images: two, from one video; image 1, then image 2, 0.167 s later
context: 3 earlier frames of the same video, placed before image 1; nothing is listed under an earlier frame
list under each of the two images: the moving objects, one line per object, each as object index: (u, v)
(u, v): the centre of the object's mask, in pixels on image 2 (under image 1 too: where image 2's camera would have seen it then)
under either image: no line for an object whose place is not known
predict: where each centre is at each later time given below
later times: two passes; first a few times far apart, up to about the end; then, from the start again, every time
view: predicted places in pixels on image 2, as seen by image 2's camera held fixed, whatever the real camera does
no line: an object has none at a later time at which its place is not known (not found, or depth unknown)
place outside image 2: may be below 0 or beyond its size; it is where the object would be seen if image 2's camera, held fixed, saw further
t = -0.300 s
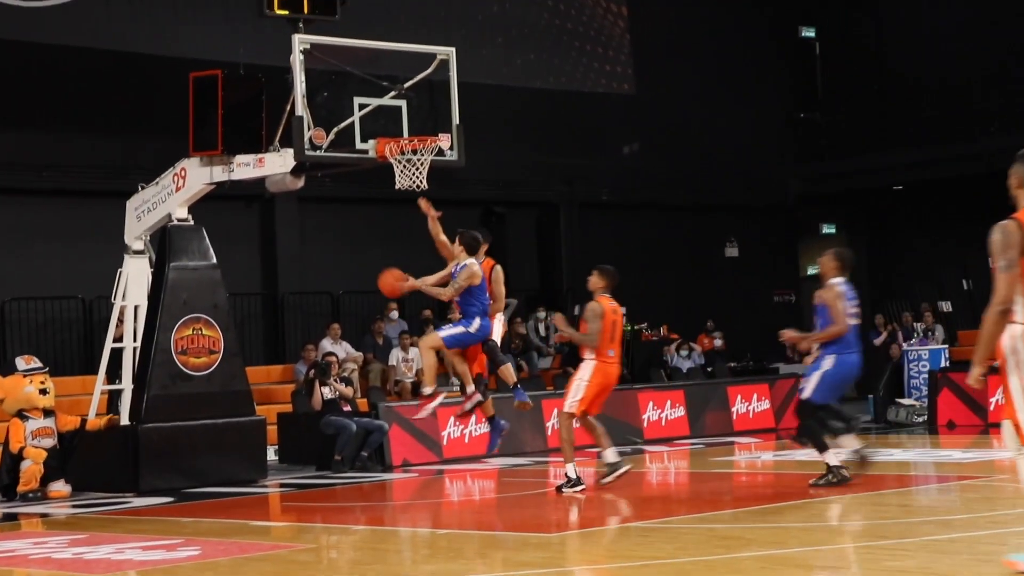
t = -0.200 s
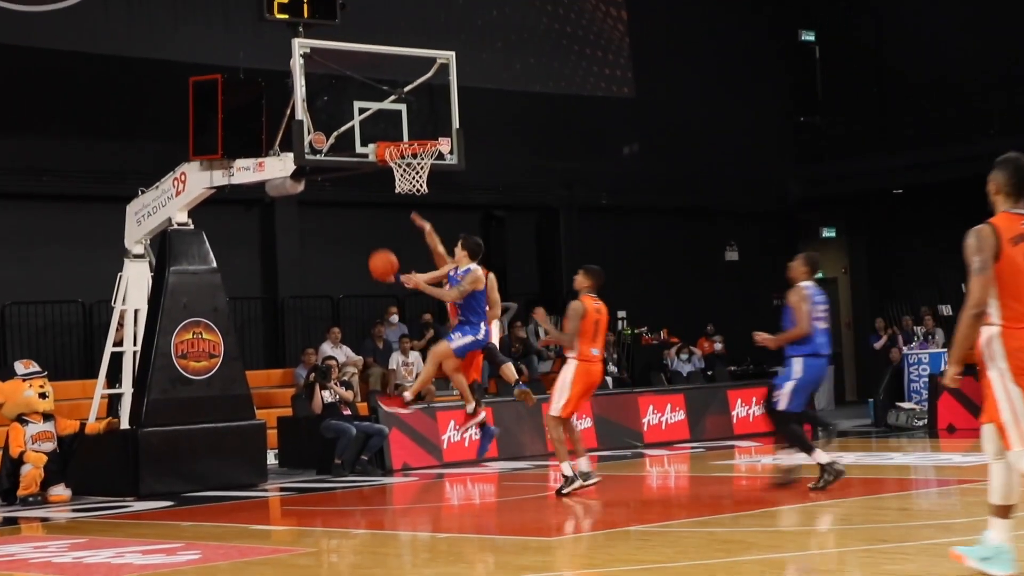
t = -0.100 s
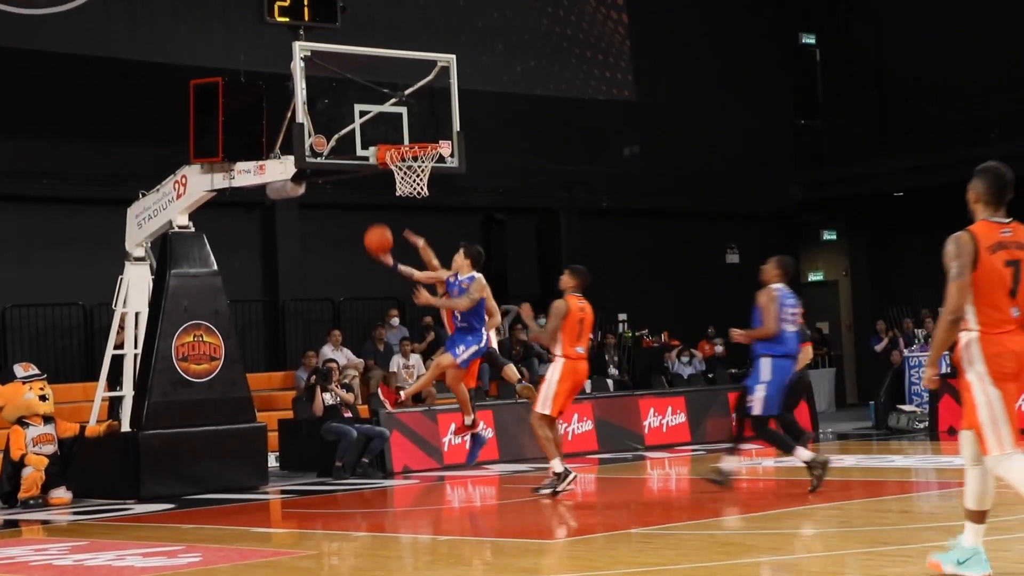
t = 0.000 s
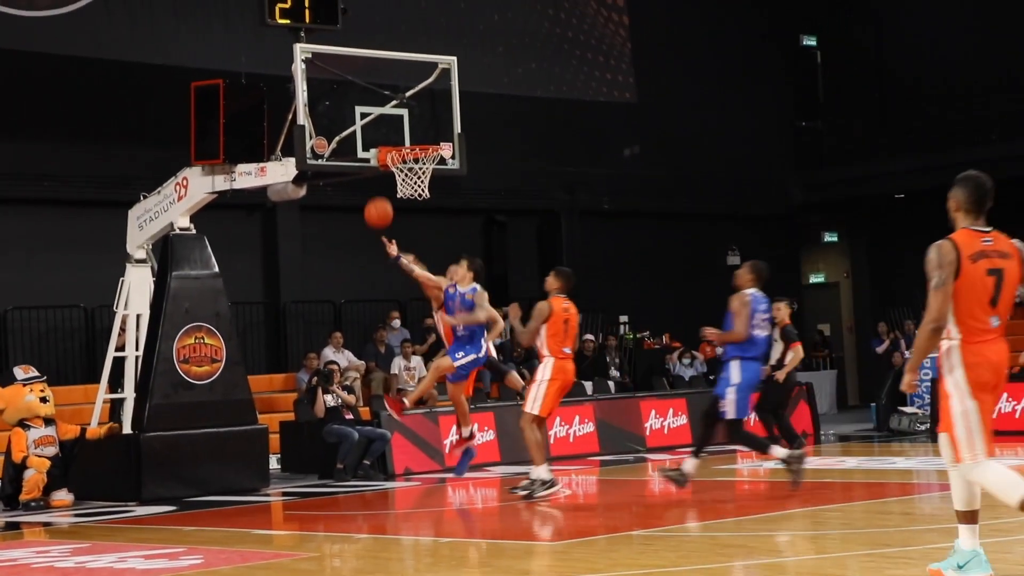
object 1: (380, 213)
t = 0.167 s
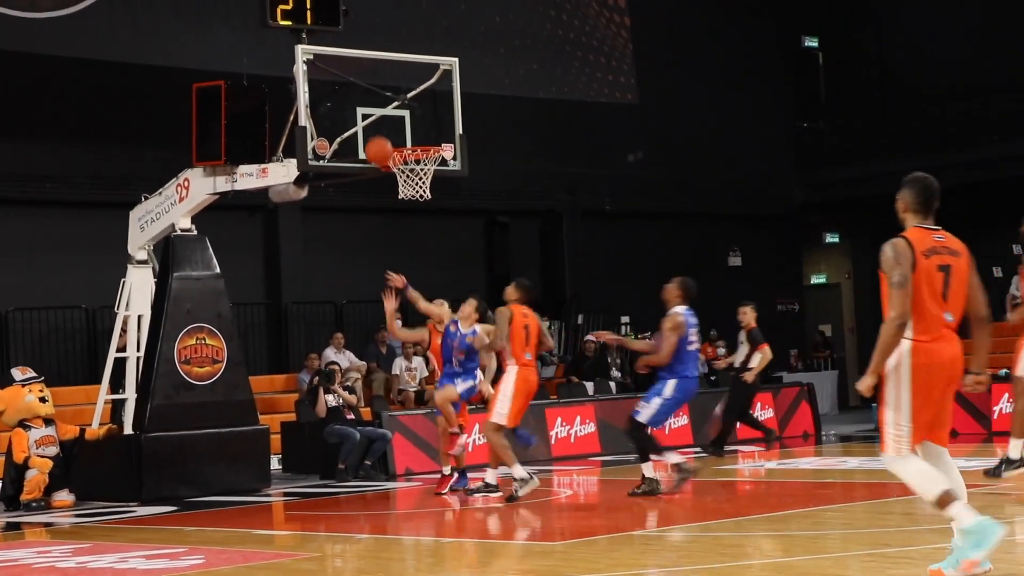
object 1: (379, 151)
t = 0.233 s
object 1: (379, 128)
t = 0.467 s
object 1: (380, 82)
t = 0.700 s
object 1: (406, 81)
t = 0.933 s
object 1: (433, 135)
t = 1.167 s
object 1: (395, 133)
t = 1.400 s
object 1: (394, 129)
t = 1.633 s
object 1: (403, 134)
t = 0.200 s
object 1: (378, 138)
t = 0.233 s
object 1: (379, 128)
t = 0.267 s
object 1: (379, 118)
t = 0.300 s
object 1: (378, 109)
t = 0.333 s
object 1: (378, 101)
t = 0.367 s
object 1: (378, 95)
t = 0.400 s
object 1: (379, 90)
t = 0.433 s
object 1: (379, 86)
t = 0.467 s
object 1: (380, 82)
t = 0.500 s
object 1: (384, 78)
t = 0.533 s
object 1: (387, 76)
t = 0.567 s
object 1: (391, 74)
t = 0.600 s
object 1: (395, 75)
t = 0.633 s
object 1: (399, 76)
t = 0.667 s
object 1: (402, 78)
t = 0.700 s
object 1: (406, 81)
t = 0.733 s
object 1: (411, 86)
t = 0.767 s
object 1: (415, 92)
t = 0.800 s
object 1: (419, 99)
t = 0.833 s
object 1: (423, 108)
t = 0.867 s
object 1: (427, 117)
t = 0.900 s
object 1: (431, 128)
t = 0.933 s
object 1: (433, 135)
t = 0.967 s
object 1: (426, 133)
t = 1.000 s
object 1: (420, 133)
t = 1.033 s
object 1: (413, 133)
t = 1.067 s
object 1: (407, 134)
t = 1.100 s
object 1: (400, 136)
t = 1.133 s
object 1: (394, 137)
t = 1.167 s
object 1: (395, 133)
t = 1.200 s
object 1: (394, 130)
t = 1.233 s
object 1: (394, 127)
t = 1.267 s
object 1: (394, 126)
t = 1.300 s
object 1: (394, 125)
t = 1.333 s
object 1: (394, 125)
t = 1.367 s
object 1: (393, 127)
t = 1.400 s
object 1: (394, 129)
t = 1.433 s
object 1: (394, 133)
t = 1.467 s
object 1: (394, 137)
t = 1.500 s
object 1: (394, 135)
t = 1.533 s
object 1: (397, 134)
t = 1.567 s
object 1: (399, 133)
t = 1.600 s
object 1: (401, 133)
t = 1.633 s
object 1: (403, 134)
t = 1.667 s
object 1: (404, 136)
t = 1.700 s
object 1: (406, 138)
